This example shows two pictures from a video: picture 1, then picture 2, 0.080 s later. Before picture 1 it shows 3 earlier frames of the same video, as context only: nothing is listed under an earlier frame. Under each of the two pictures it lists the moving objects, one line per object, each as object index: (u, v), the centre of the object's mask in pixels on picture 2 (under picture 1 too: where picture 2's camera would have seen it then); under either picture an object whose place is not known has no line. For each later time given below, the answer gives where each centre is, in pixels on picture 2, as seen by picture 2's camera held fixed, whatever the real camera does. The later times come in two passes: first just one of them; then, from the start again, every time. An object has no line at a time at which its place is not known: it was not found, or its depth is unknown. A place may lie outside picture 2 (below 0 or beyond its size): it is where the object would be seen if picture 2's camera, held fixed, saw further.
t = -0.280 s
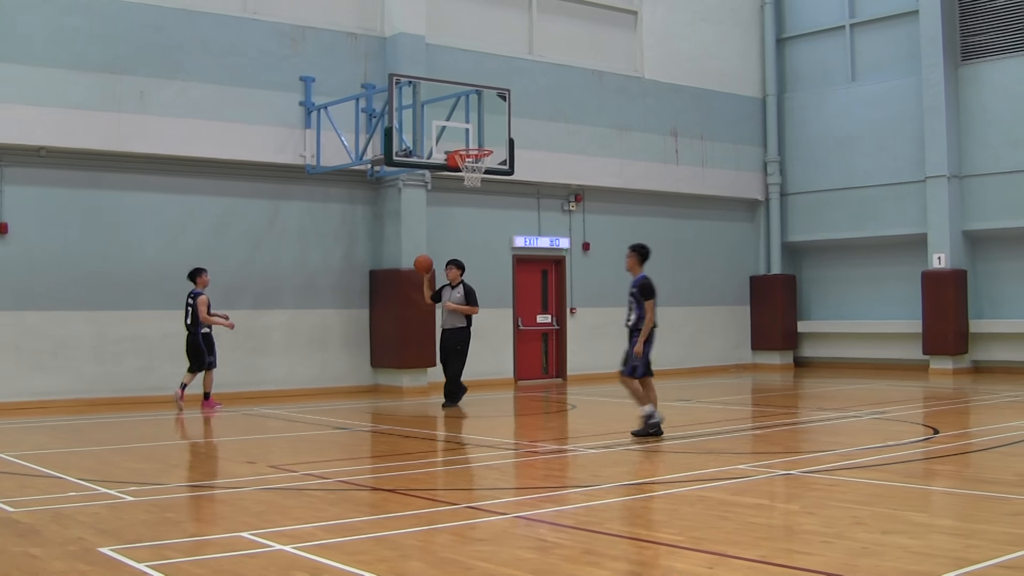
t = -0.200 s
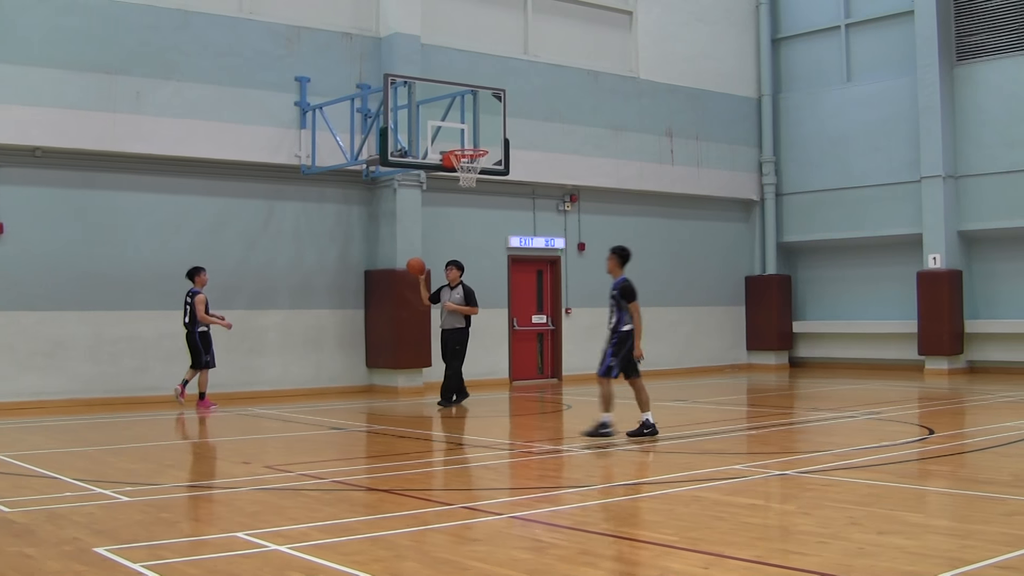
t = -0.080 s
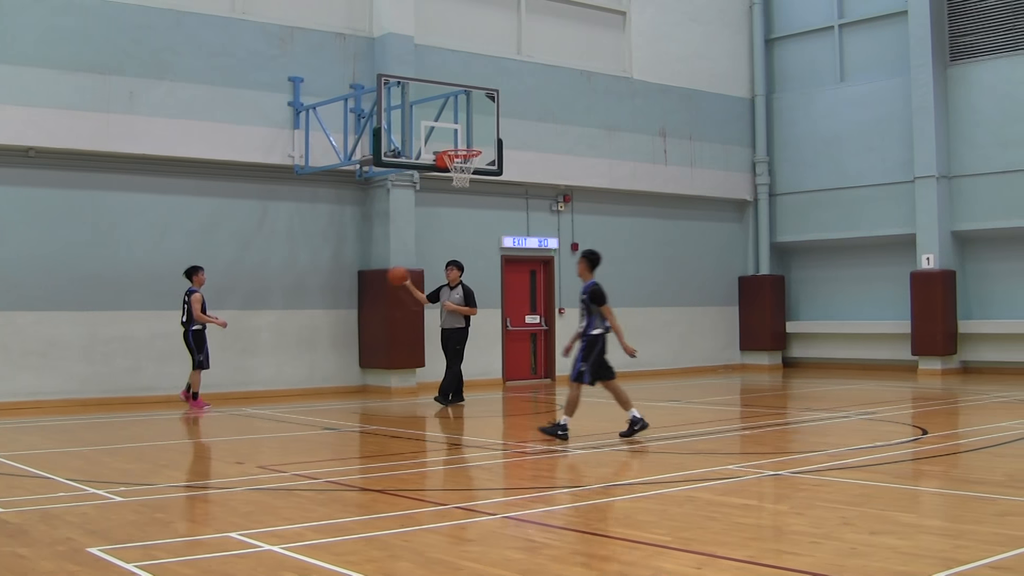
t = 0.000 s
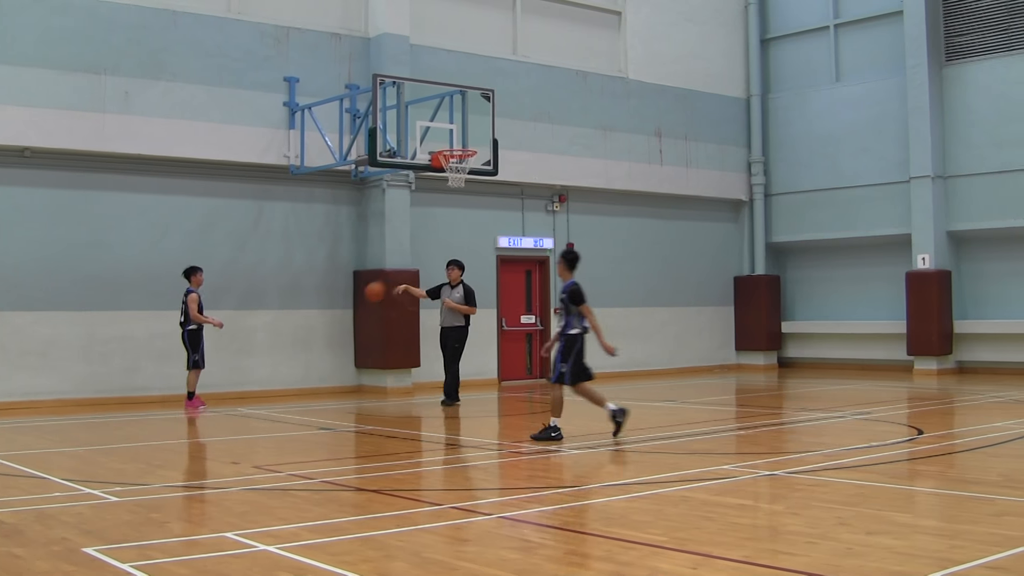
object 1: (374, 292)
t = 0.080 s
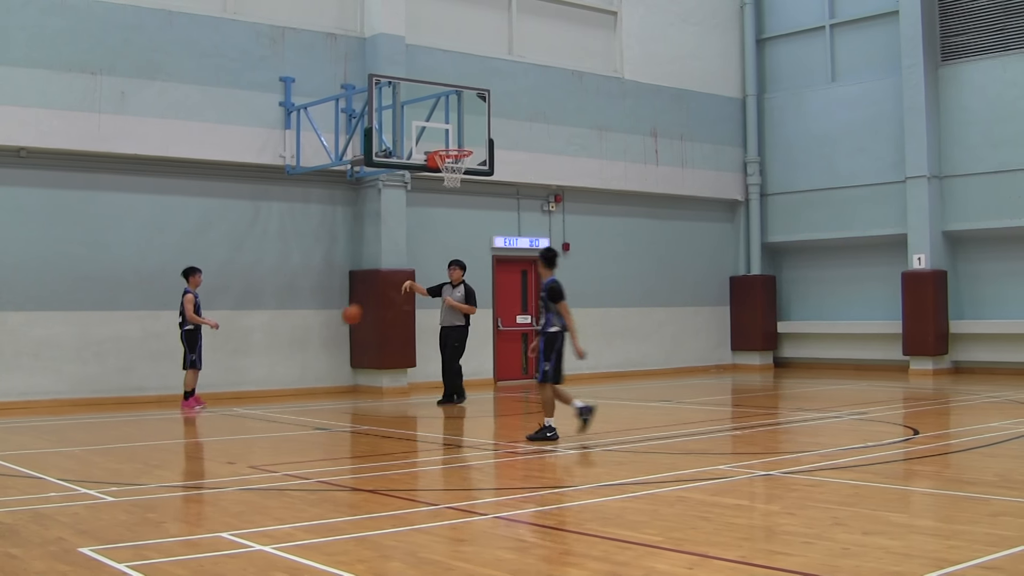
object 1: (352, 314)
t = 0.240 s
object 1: (314, 375)
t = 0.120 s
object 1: (341, 327)
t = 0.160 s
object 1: (332, 343)
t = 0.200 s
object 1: (323, 359)
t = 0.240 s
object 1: (314, 375)
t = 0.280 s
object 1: (305, 393)
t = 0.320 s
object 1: (299, 386)
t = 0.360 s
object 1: (295, 372)
